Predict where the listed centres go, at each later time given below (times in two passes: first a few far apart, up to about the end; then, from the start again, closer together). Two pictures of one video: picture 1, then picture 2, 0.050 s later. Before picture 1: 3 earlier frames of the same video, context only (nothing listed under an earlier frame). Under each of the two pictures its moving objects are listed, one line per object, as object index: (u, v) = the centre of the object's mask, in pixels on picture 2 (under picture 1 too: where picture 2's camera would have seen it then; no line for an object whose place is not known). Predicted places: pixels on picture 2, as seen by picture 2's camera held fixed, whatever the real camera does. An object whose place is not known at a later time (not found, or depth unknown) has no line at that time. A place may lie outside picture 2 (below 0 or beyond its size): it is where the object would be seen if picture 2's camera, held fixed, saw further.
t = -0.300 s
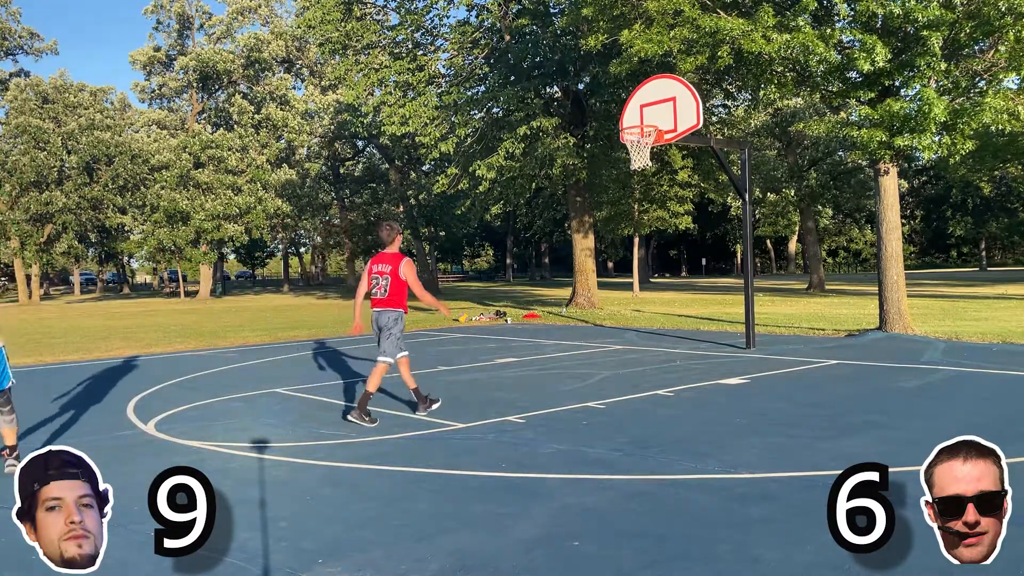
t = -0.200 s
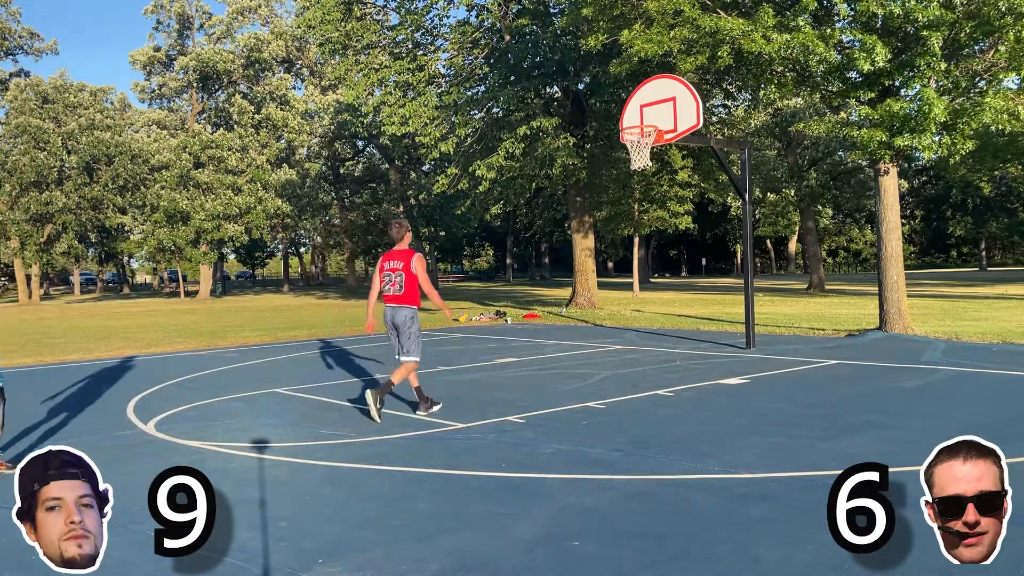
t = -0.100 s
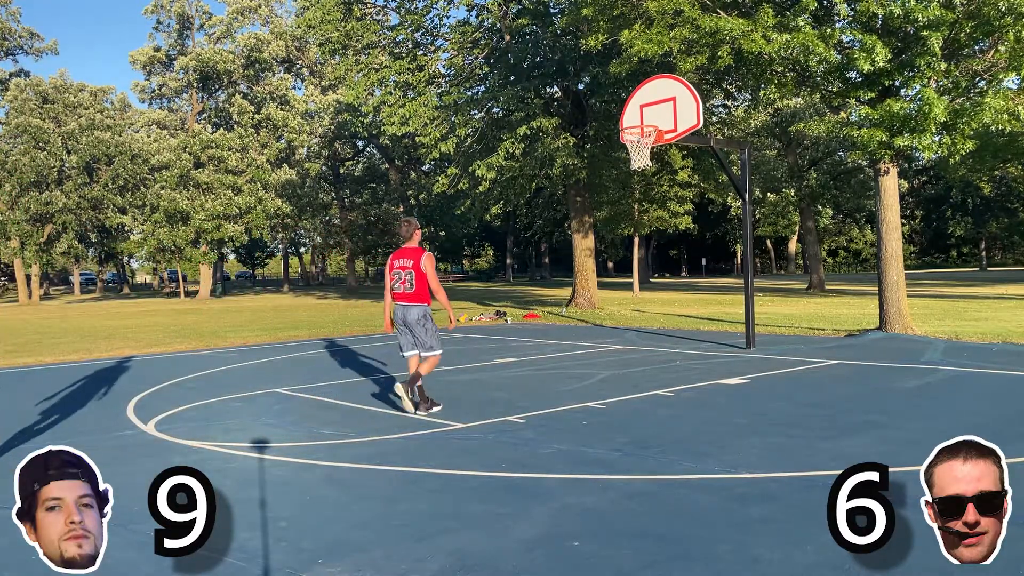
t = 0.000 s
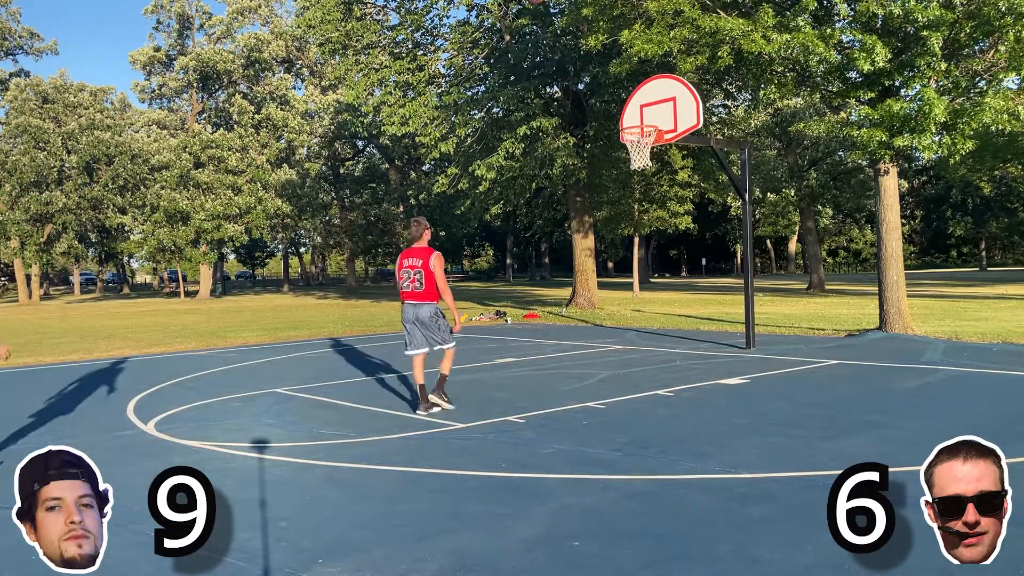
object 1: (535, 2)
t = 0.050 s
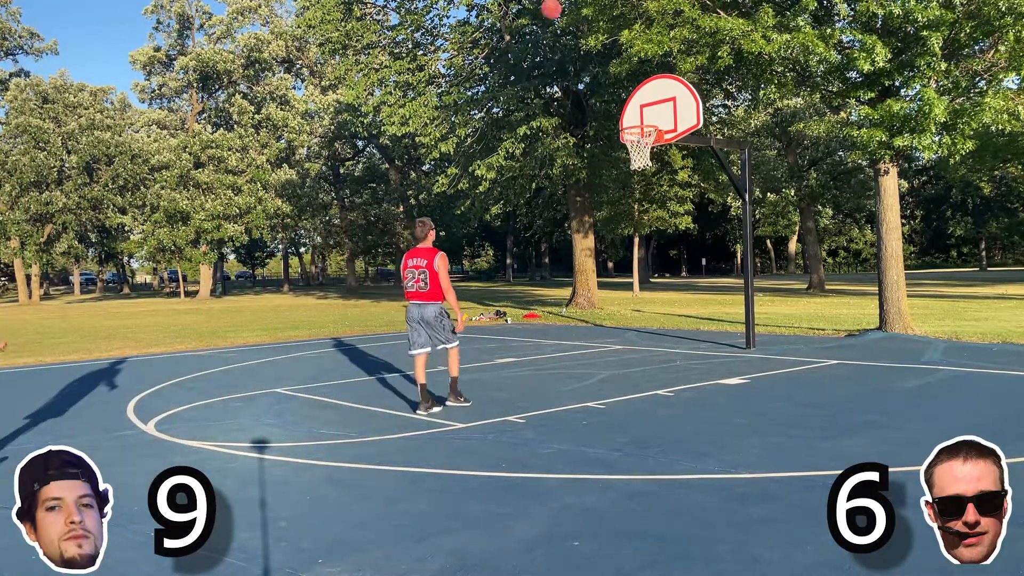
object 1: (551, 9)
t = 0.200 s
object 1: (596, 66)
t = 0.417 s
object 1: (645, 157)
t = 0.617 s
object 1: (661, 187)
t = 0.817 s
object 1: (677, 252)
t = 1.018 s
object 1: (693, 347)
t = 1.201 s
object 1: (691, 291)
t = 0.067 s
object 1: (556, 15)
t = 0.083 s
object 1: (562, 20)
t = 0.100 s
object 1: (566, 26)
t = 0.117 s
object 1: (572, 33)
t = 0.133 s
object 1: (577, 40)
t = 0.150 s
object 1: (581, 46)
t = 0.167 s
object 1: (587, 52)
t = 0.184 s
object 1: (591, 59)
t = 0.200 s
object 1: (596, 66)
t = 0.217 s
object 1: (601, 73)
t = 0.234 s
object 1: (606, 81)
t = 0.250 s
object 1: (610, 88)
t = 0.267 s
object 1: (615, 95)
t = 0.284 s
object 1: (619, 102)
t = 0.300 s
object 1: (623, 110)
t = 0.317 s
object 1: (628, 118)
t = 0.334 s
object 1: (631, 124)
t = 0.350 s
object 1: (632, 132)
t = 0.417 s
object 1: (645, 157)
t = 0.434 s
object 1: (646, 156)
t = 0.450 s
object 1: (649, 156)
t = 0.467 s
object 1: (651, 158)
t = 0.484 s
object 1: (652, 160)
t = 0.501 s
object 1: (653, 162)
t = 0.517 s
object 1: (654, 165)
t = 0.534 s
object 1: (655, 168)
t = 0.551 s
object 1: (657, 171)
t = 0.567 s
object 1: (658, 175)
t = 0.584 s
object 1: (660, 178)
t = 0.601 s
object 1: (661, 182)
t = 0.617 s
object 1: (661, 187)
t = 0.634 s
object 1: (663, 191)
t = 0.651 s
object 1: (665, 196)
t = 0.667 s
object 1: (666, 200)
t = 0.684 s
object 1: (667, 205)
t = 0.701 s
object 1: (668, 210)
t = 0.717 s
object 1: (670, 216)
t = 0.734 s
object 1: (671, 221)
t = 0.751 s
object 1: (672, 227)
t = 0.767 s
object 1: (673, 233)
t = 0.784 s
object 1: (674, 239)
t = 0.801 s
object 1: (676, 246)
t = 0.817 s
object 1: (677, 252)
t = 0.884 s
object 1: (683, 281)
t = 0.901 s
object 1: (683, 288)
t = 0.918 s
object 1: (685, 296)
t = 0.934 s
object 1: (686, 304)
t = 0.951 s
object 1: (688, 312)
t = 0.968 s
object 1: (689, 321)
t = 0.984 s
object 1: (691, 329)
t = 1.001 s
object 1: (692, 337)
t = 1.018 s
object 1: (693, 347)
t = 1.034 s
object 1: (695, 355)
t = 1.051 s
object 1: (695, 348)
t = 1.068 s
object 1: (694, 341)
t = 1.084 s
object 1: (693, 334)
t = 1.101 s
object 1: (693, 328)
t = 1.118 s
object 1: (692, 322)
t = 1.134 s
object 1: (692, 315)
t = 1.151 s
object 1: (692, 309)
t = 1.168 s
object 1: (691, 303)
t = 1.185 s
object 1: (691, 297)
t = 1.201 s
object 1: (691, 291)
